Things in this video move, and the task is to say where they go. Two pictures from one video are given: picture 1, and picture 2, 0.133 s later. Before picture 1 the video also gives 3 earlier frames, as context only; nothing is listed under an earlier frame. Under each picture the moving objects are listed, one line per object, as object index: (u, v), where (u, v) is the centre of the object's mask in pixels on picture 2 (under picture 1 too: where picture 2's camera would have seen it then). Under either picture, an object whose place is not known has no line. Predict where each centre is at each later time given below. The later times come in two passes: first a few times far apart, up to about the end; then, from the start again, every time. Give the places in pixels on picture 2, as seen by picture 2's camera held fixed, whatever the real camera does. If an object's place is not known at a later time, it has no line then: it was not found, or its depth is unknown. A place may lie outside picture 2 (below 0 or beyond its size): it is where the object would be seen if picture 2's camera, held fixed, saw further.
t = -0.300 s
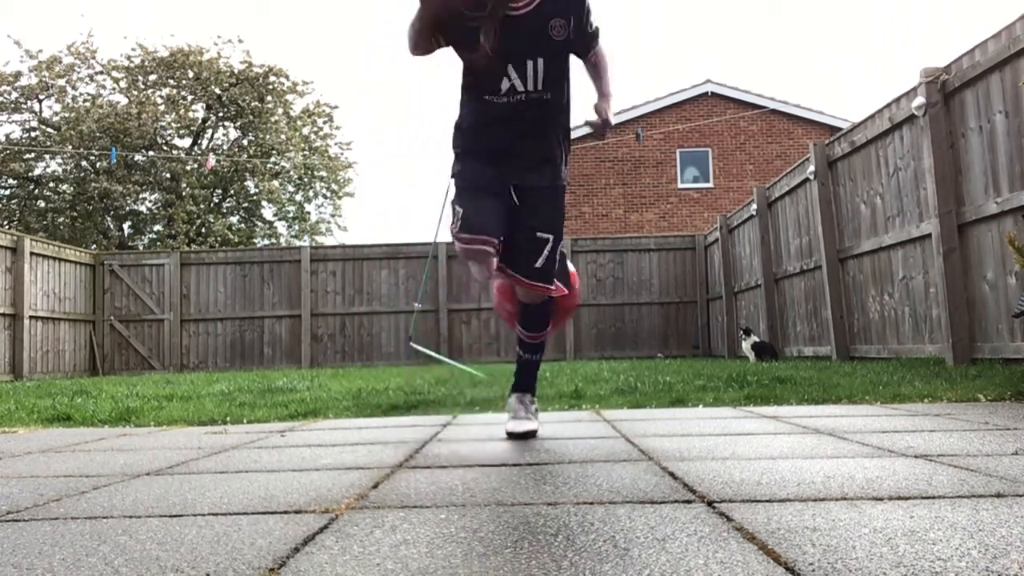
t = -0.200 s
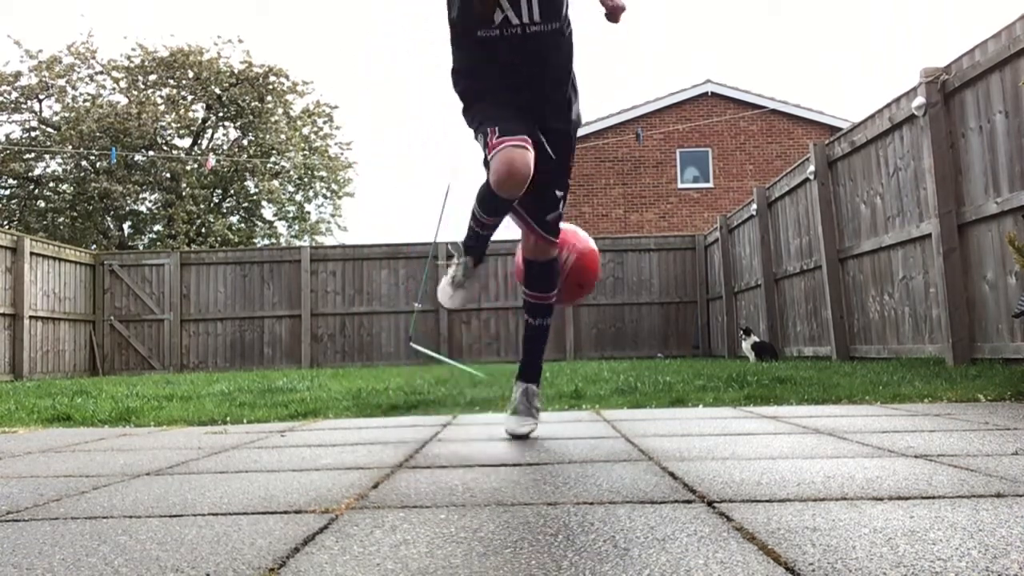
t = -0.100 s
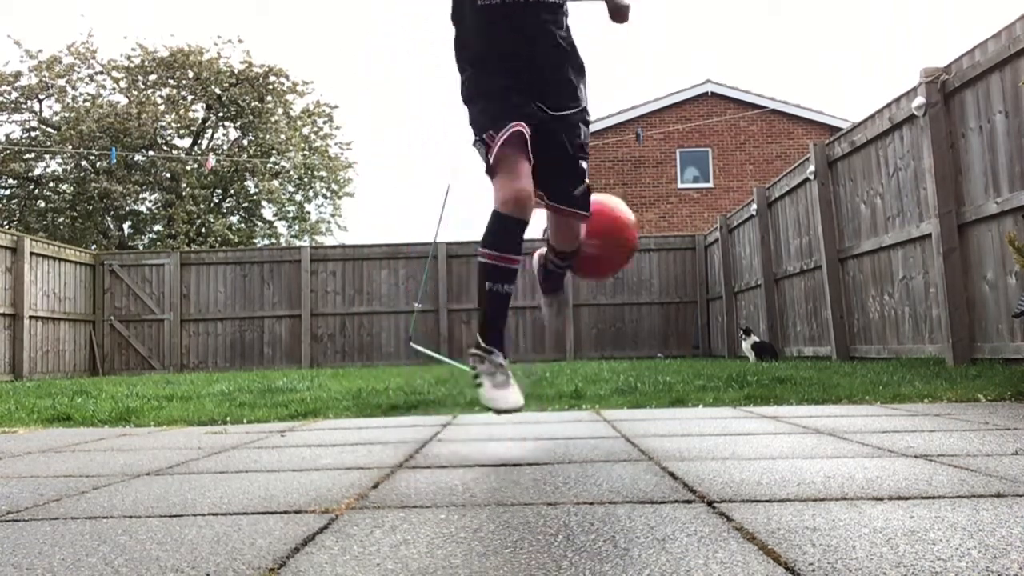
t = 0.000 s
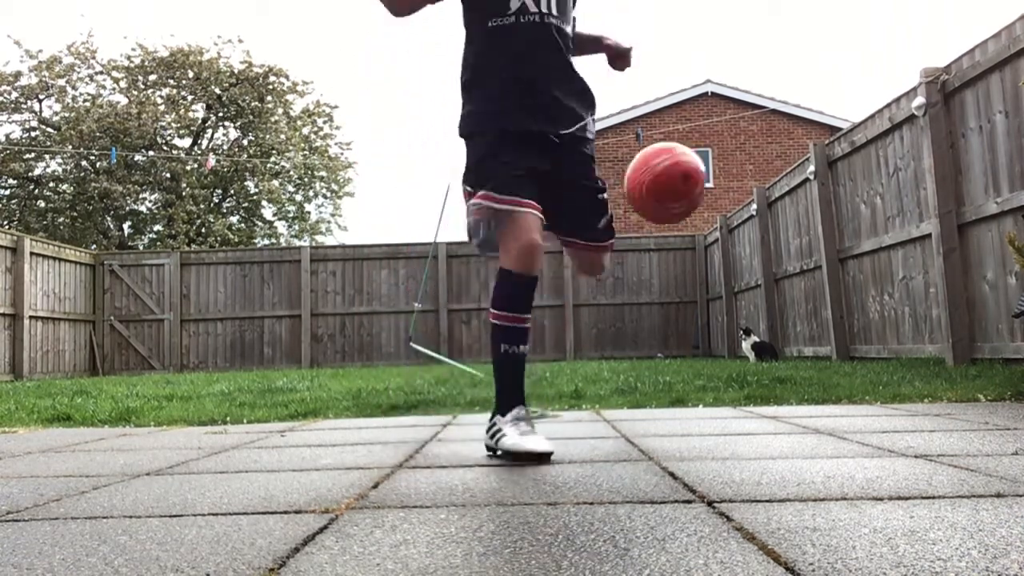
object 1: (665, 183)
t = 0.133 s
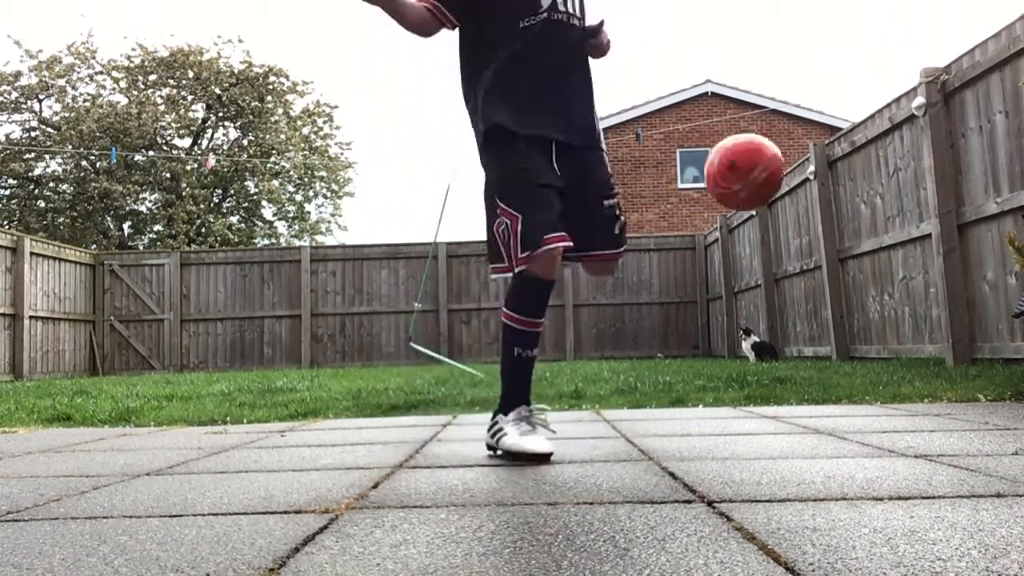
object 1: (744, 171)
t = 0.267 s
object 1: (822, 214)
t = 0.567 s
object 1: (987, 312)
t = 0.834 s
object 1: (992, 230)
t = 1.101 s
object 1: (974, 334)
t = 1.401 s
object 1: (967, 322)
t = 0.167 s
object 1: (763, 177)
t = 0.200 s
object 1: (782, 185)
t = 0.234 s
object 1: (802, 198)
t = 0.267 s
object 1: (822, 214)
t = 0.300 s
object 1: (840, 233)
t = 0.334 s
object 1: (857, 256)
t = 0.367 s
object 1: (875, 281)
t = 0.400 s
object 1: (891, 309)
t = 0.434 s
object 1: (908, 339)
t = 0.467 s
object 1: (924, 371)
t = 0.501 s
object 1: (945, 354)
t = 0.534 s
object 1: (966, 330)
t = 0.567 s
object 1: (987, 312)
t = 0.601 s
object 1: (999, 299)
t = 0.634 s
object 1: (1006, 286)
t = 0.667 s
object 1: (1004, 269)
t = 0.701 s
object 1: (1001, 255)
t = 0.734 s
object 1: (999, 245)
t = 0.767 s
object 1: (997, 237)
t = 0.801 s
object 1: (994, 232)
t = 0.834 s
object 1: (992, 230)
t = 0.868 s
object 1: (990, 233)
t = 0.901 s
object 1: (988, 238)
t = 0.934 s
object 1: (986, 247)
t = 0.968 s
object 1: (984, 258)
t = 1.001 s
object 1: (982, 273)
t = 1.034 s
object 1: (979, 291)
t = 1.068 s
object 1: (976, 311)
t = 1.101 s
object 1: (974, 334)
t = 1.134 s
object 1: (971, 361)
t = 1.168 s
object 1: (974, 360)
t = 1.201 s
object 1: (980, 344)
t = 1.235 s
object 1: (986, 330)
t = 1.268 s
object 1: (990, 321)
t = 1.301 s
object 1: (988, 316)
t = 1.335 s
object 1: (981, 314)
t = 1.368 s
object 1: (974, 316)
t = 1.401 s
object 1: (967, 322)
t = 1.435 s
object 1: (960, 330)
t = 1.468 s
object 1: (954, 340)
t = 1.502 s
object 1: (947, 354)
